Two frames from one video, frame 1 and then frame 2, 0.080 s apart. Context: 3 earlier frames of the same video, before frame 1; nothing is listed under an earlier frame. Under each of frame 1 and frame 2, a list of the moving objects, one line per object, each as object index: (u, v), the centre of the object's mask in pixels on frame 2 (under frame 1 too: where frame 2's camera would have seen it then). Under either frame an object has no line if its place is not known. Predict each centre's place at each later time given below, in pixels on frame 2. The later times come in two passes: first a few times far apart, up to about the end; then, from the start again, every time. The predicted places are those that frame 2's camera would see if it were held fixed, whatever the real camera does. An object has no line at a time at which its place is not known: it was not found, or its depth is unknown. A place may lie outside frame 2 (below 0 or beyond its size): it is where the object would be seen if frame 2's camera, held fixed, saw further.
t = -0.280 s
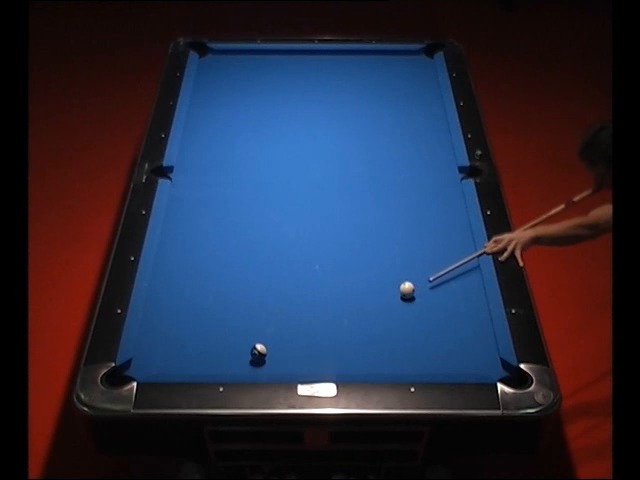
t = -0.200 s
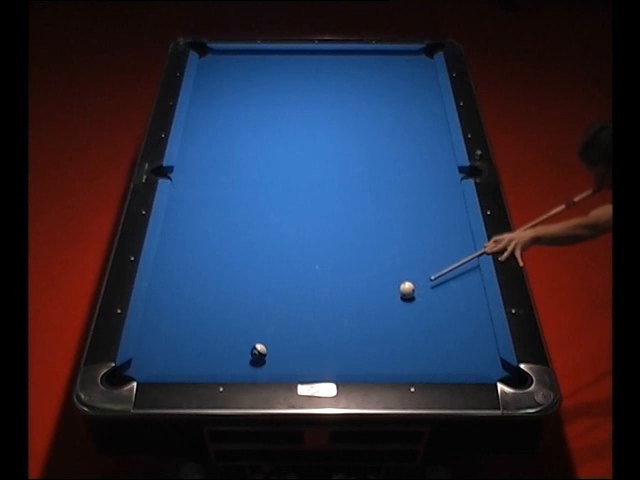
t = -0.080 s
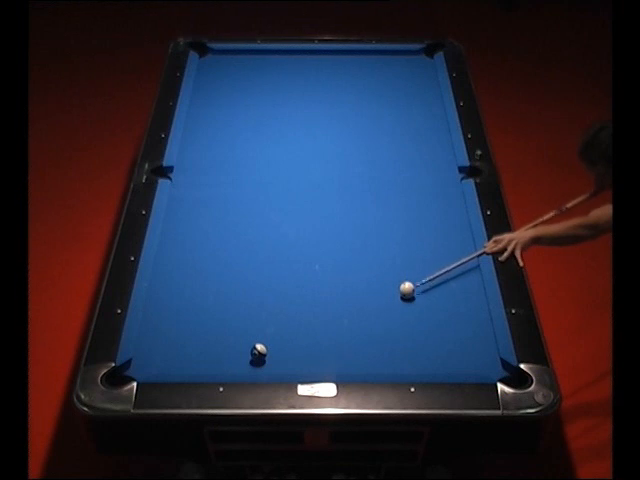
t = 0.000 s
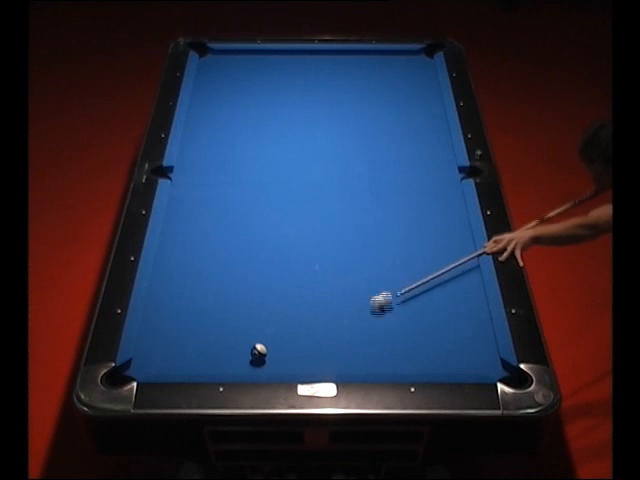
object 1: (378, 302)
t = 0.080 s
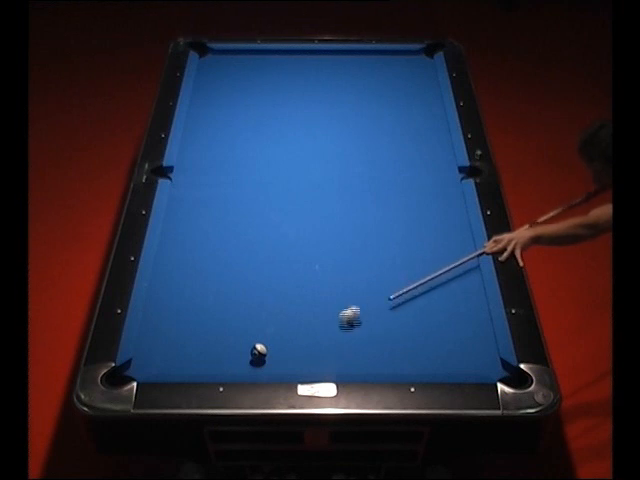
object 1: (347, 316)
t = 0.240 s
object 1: (289, 343)
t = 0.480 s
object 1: (272, 363)
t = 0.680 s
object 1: (270, 350)
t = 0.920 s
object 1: (268, 337)
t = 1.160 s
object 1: (265, 324)
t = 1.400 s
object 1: (263, 314)
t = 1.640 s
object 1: (262, 304)
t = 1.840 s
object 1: (262, 296)
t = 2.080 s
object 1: (261, 289)
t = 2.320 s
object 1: (260, 282)
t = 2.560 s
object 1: (260, 276)
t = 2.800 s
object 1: (261, 270)
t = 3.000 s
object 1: (261, 267)
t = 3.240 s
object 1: (262, 263)
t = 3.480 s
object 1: (262, 260)
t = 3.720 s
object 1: (262, 258)
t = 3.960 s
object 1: (262, 257)
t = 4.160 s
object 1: (261, 257)
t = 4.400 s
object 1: (261, 256)
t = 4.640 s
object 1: (261, 256)
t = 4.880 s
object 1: (261, 256)
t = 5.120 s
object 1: (261, 256)
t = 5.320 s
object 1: (261, 256)
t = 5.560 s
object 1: (261, 256)
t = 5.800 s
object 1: (261, 256)
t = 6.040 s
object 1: (261, 256)
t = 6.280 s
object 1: (261, 256)
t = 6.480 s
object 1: (261, 256)
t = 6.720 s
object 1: (261, 256)
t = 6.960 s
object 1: (261, 256)
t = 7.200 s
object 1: (261, 256)
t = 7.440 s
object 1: (261, 256)
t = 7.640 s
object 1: (261, 256)
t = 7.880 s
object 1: (261, 256)
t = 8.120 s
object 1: (261, 256)
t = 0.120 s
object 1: (333, 322)
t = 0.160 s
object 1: (318, 329)
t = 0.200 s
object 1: (303, 336)
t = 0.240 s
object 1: (289, 343)
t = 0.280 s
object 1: (276, 350)
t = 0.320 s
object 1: (275, 353)
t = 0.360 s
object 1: (274, 358)
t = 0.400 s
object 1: (273, 363)
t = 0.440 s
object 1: (272, 365)
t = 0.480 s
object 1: (272, 363)
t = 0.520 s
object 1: (271, 360)
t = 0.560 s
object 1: (271, 357)
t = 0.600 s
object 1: (271, 355)
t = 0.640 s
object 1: (270, 352)
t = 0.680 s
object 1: (270, 350)
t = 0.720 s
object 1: (270, 348)
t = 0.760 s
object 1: (269, 345)
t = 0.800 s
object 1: (269, 343)
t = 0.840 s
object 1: (268, 341)
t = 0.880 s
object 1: (268, 339)
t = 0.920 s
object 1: (268, 337)
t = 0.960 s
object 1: (267, 334)
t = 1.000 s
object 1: (267, 332)
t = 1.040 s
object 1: (267, 330)
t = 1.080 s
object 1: (266, 329)
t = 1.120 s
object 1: (266, 327)
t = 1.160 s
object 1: (265, 324)
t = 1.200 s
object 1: (265, 323)
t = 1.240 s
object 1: (265, 321)
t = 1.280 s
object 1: (264, 319)
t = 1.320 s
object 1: (264, 317)
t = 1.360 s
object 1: (264, 316)
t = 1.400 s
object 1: (263, 314)
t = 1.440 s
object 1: (263, 312)
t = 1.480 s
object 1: (263, 310)
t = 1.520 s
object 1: (263, 309)
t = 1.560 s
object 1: (263, 307)
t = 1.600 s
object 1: (263, 305)
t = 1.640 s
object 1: (262, 304)
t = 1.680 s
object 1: (262, 302)
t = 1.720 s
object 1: (262, 301)
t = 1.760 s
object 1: (262, 299)
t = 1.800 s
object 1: (262, 298)
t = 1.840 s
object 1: (262, 296)
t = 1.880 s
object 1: (261, 295)
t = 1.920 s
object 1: (261, 294)
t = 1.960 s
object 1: (261, 292)
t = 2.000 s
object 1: (261, 291)
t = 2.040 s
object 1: (261, 290)
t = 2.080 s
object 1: (261, 289)
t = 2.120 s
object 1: (261, 287)
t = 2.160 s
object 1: (261, 286)
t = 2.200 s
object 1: (260, 285)
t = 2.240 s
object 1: (260, 284)
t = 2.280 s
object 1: (260, 283)
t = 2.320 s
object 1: (260, 282)
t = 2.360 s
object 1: (260, 281)
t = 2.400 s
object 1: (261, 280)
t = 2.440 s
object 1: (260, 279)
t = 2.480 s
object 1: (260, 278)
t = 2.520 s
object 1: (260, 277)
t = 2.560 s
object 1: (260, 276)
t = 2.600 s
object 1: (261, 275)
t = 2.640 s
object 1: (261, 274)
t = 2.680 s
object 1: (261, 273)
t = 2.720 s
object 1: (261, 272)
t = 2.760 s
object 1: (261, 271)
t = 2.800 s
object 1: (261, 270)
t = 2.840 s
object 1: (261, 270)
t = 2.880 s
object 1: (261, 269)
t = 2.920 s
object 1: (261, 268)
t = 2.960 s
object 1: (261, 267)
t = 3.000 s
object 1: (261, 267)
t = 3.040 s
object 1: (262, 266)
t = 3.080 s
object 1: (262, 266)
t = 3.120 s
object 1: (262, 265)
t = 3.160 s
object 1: (262, 264)
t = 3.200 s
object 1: (262, 264)
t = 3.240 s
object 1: (262, 263)
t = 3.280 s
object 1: (262, 263)
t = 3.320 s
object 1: (262, 262)
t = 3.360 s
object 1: (262, 262)
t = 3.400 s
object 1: (262, 261)
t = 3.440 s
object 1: (262, 261)
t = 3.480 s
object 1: (262, 260)
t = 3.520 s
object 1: (262, 260)
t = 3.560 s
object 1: (262, 260)
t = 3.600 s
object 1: (262, 259)
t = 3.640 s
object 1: (262, 259)
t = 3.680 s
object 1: (262, 259)
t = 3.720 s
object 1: (262, 258)
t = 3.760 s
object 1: (262, 258)
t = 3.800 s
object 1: (262, 258)
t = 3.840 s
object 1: (262, 258)
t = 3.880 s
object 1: (262, 258)
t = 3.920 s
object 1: (262, 257)
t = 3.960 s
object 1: (262, 257)
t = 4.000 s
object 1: (262, 257)
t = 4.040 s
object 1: (261, 257)
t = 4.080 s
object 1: (261, 257)
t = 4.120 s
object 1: (261, 257)
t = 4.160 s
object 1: (261, 257)
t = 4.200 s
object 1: (261, 257)
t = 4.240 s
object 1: (261, 257)
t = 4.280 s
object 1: (261, 256)
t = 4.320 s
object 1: (261, 256)
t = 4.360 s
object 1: (261, 256)
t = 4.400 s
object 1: (261, 256)
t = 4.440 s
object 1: (261, 256)
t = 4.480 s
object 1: (261, 256)
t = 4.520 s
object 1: (261, 256)
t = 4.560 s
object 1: (261, 256)
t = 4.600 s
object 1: (261, 256)
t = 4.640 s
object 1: (261, 256)
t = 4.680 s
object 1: (261, 256)
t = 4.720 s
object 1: (261, 256)
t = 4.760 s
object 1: (261, 256)
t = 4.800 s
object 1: (261, 256)
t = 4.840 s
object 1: (261, 256)
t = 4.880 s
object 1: (261, 256)
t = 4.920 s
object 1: (261, 256)
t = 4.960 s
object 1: (261, 256)
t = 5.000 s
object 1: (261, 256)
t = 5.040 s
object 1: (261, 256)
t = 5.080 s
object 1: (261, 256)
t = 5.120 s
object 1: (261, 256)
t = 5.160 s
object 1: (261, 256)
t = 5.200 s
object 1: (261, 256)
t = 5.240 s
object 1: (261, 256)
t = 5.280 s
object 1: (261, 256)
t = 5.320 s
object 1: (261, 256)
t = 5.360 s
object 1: (261, 256)
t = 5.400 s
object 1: (261, 256)
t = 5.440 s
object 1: (261, 256)
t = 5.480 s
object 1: (261, 256)
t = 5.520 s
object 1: (261, 256)
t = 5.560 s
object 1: (261, 256)
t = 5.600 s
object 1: (261, 256)
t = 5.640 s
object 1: (261, 256)
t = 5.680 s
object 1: (261, 256)
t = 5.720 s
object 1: (261, 256)
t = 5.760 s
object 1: (261, 256)
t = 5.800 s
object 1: (261, 256)
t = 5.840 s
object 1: (261, 256)
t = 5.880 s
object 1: (261, 256)
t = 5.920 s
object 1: (261, 256)
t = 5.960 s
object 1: (261, 256)
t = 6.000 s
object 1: (261, 256)
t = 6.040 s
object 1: (261, 256)
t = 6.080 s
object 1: (261, 256)
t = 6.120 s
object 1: (261, 256)
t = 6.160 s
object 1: (261, 256)
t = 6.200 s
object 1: (261, 256)
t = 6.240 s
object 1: (261, 256)
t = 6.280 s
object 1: (261, 256)
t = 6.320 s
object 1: (261, 256)
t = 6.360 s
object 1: (261, 256)
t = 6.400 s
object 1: (261, 256)
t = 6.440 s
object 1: (261, 256)
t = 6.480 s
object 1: (261, 256)
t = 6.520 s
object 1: (261, 256)
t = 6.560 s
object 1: (261, 256)
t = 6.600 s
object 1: (261, 256)
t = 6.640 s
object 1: (261, 256)
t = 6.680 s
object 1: (261, 256)
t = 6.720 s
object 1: (261, 256)
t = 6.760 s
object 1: (261, 256)
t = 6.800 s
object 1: (261, 256)
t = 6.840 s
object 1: (261, 256)
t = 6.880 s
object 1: (261, 256)
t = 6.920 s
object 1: (261, 256)
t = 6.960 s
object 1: (261, 256)
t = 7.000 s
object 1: (261, 256)
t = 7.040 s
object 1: (261, 257)
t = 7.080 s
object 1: (261, 256)
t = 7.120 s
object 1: (261, 256)
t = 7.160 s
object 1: (261, 256)
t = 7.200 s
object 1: (261, 256)
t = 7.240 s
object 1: (261, 256)
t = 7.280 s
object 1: (261, 256)
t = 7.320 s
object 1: (261, 256)
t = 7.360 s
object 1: (261, 256)
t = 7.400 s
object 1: (261, 256)
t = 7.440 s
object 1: (261, 256)
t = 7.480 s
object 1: (261, 256)
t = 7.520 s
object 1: (261, 256)
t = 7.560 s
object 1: (261, 256)
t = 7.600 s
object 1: (261, 256)
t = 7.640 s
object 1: (261, 256)
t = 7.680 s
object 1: (261, 256)
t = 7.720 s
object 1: (261, 256)
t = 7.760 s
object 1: (261, 256)
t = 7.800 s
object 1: (261, 256)
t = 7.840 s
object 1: (261, 256)
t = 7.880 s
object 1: (261, 256)
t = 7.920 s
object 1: (261, 256)
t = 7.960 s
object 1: (261, 256)
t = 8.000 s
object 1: (261, 256)
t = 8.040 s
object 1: (261, 256)
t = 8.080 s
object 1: (261, 256)
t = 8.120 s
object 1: (261, 256)
